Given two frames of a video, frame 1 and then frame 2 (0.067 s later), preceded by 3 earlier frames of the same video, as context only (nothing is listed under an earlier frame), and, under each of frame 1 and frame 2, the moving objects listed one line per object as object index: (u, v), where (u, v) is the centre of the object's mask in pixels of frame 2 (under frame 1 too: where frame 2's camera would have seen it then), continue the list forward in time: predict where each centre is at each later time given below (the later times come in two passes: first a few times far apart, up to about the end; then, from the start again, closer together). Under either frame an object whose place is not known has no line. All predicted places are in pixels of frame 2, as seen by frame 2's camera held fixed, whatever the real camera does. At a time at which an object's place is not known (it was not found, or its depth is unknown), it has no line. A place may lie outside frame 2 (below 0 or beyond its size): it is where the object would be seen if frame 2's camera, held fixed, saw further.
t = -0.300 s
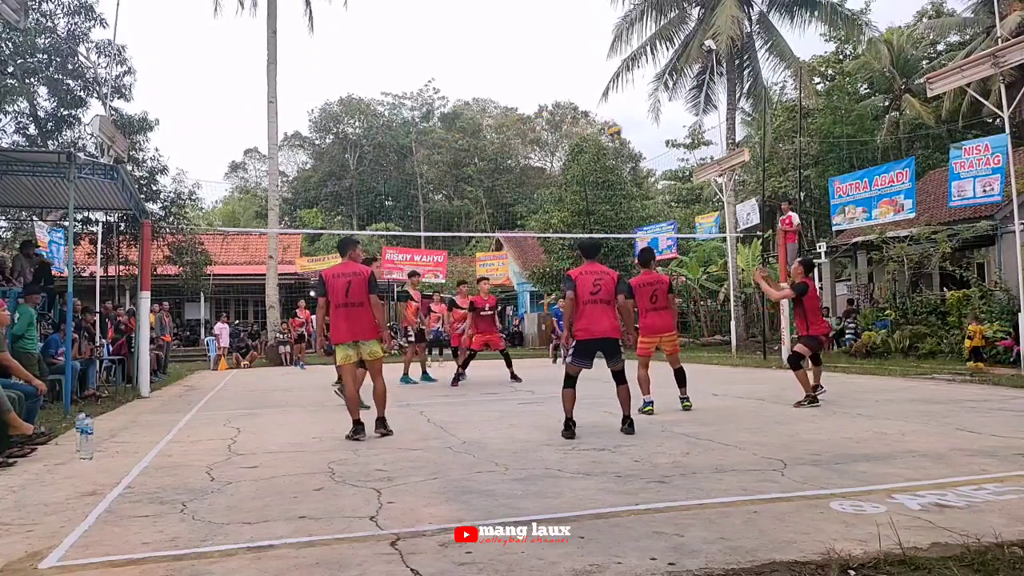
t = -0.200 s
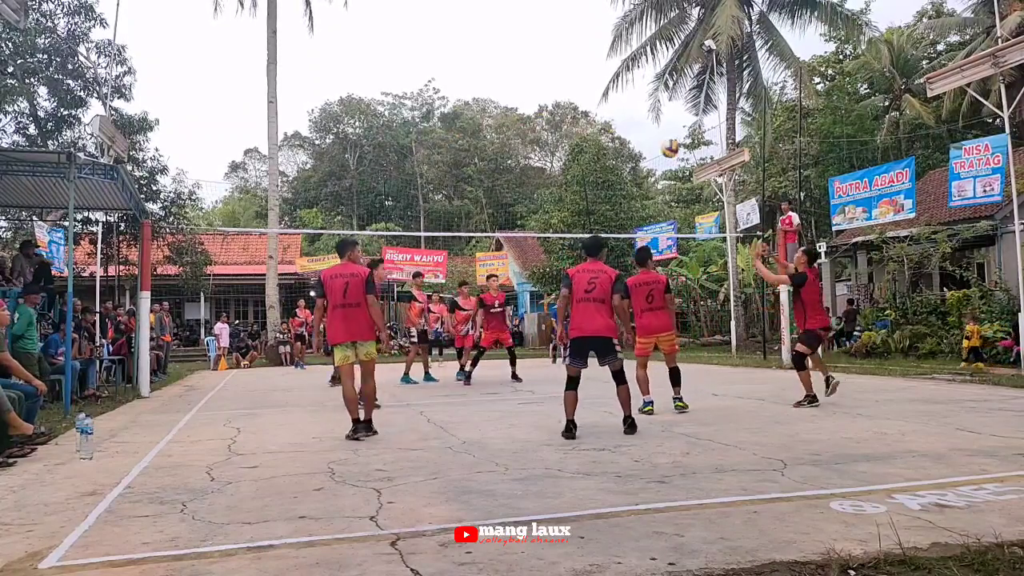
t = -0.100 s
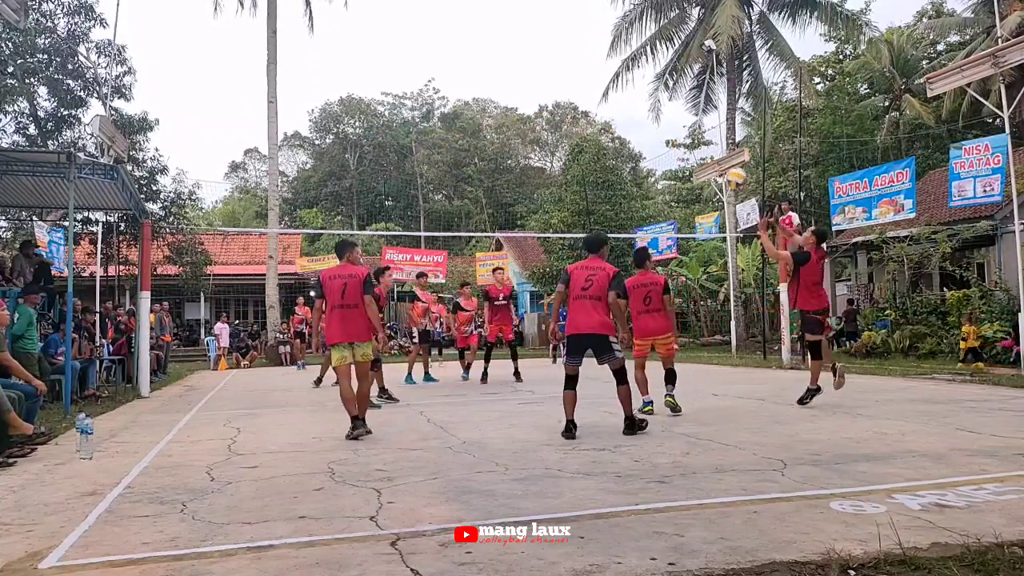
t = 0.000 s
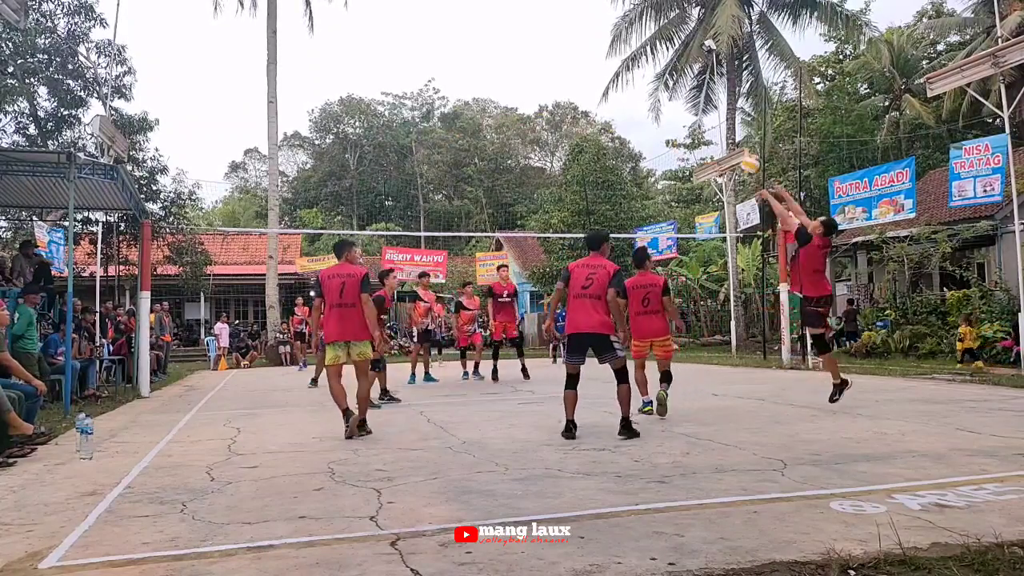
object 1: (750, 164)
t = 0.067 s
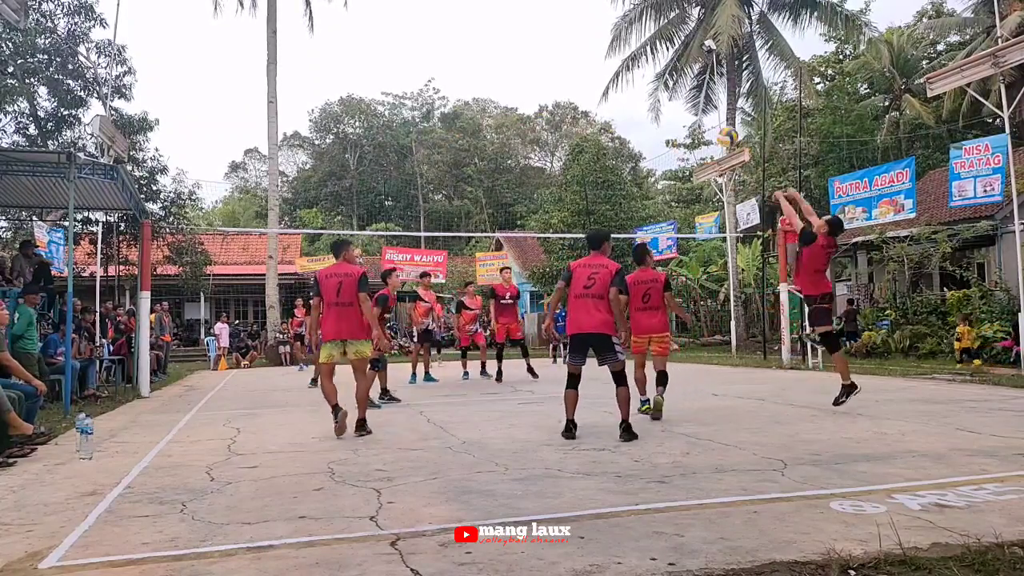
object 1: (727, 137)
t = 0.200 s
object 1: (686, 98)
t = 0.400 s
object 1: (638, 76)
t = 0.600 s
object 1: (595, 84)
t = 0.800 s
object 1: (558, 121)
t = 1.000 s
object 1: (529, 178)
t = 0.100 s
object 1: (716, 125)
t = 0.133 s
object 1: (707, 113)
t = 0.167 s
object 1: (696, 106)
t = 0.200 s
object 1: (686, 98)
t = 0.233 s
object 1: (675, 91)
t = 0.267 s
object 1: (667, 86)
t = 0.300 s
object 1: (662, 83)
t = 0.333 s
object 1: (650, 79)
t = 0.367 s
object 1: (645, 78)
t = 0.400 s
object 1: (638, 76)
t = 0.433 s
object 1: (631, 75)
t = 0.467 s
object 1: (623, 75)
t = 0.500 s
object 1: (615, 77)
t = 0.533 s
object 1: (607, 78)
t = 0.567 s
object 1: (601, 81)
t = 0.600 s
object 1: (595, 84)
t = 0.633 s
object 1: (588, 88)
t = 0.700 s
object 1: (576, 99)
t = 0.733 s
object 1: (569, 106)
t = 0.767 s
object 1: (566, 110)
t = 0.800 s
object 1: (558, 121)
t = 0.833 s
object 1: (555, 127)
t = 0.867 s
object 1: (548, 136)
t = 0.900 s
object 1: (543, 147)
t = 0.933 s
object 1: (538, 157)
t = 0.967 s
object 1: (532, 163)
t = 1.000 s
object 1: (529, 178)
